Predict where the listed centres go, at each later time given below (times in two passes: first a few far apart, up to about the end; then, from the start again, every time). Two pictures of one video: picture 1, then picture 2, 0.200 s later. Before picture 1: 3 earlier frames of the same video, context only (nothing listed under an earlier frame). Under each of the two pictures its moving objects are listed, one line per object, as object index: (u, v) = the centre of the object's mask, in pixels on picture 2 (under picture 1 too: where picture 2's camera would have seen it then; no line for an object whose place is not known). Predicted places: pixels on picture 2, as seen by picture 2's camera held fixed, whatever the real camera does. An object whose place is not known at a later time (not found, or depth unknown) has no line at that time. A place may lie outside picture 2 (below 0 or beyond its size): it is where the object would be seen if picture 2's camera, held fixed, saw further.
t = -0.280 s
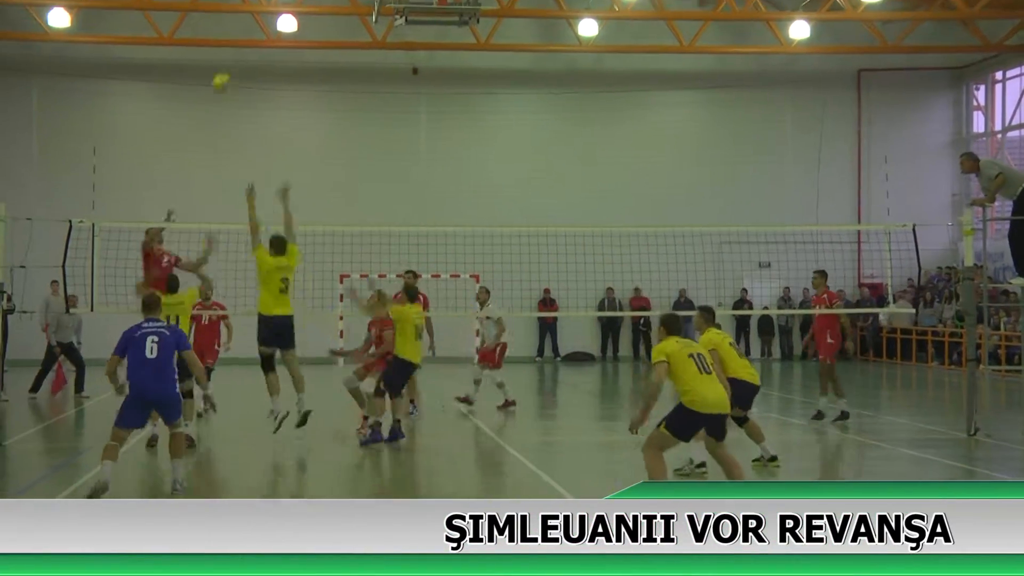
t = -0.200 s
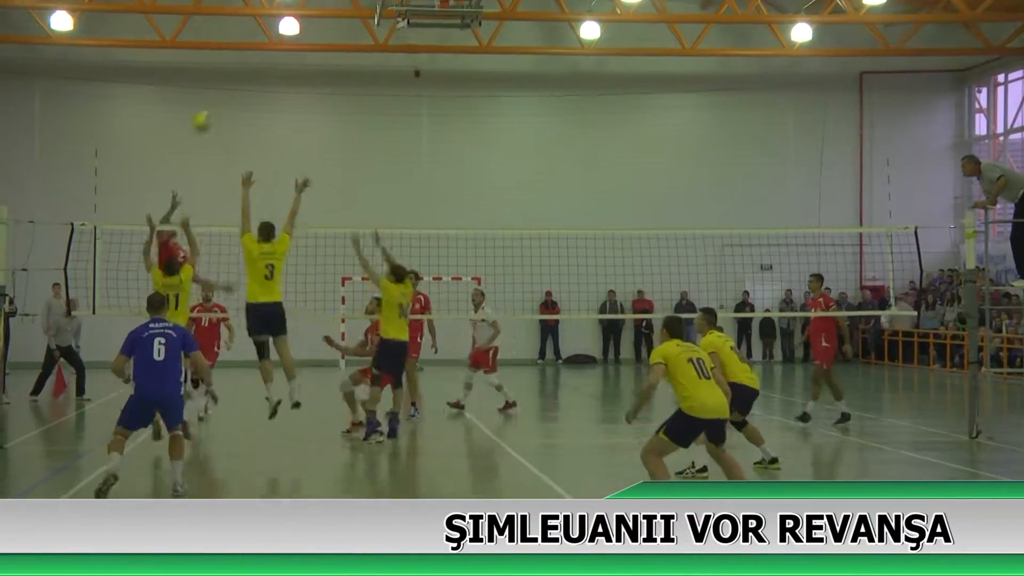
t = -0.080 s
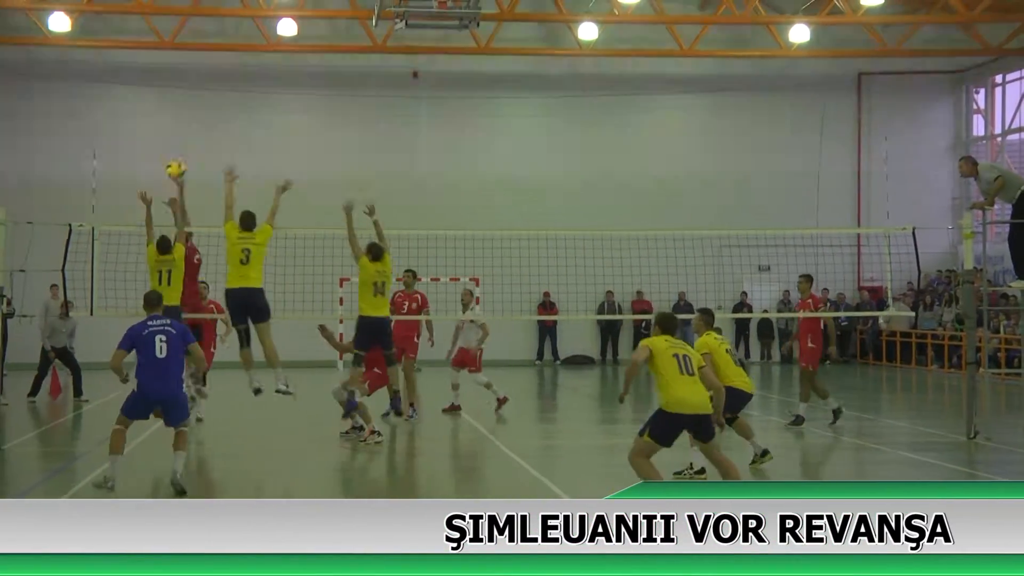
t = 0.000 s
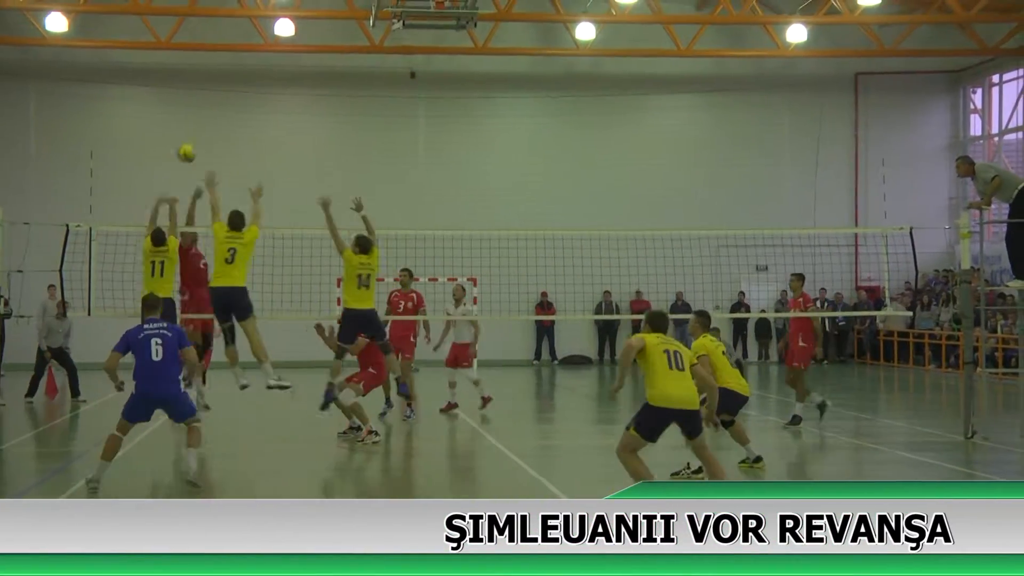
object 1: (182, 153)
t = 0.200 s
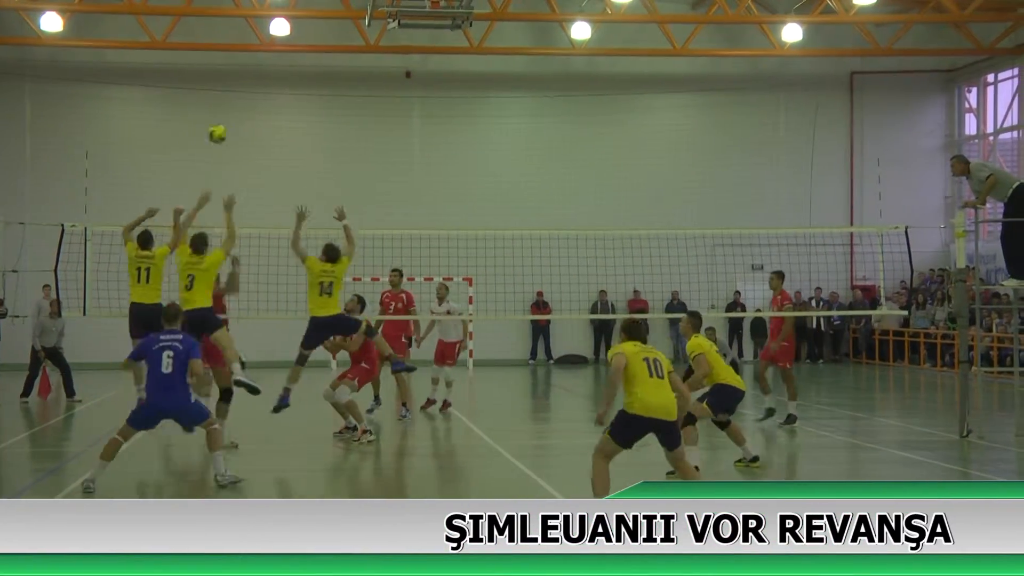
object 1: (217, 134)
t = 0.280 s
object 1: (231, 136)
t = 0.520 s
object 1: (273, 173)
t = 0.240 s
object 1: (224, 134)
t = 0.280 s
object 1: (231, 136)
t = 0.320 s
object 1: (239, 139)
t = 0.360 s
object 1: (245, 143)
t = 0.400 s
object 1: (253, 149)
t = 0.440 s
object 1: (259, 156)
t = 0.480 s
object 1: (266, 164)
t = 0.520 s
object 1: (273, 173)
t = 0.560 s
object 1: (281, 184)
